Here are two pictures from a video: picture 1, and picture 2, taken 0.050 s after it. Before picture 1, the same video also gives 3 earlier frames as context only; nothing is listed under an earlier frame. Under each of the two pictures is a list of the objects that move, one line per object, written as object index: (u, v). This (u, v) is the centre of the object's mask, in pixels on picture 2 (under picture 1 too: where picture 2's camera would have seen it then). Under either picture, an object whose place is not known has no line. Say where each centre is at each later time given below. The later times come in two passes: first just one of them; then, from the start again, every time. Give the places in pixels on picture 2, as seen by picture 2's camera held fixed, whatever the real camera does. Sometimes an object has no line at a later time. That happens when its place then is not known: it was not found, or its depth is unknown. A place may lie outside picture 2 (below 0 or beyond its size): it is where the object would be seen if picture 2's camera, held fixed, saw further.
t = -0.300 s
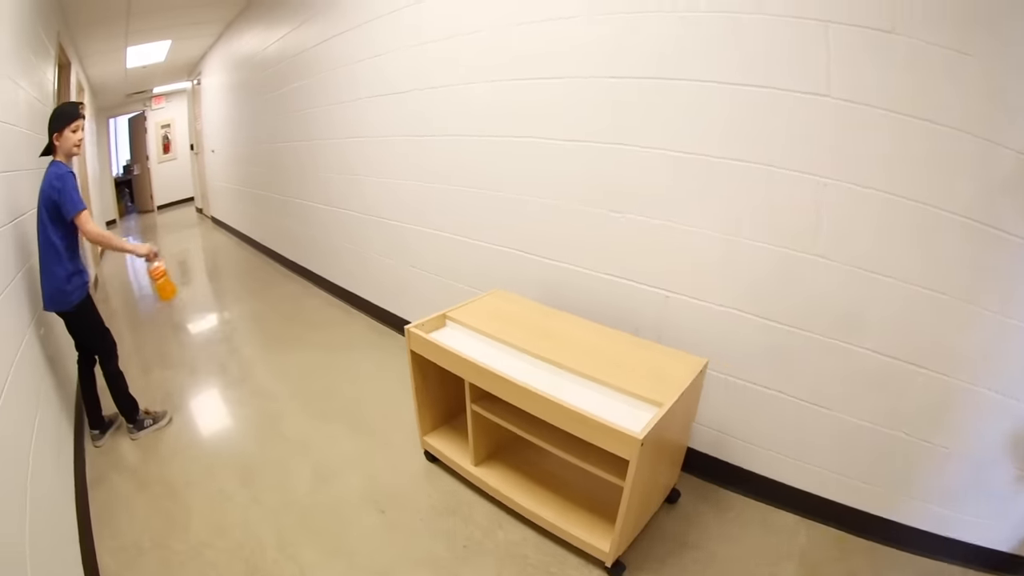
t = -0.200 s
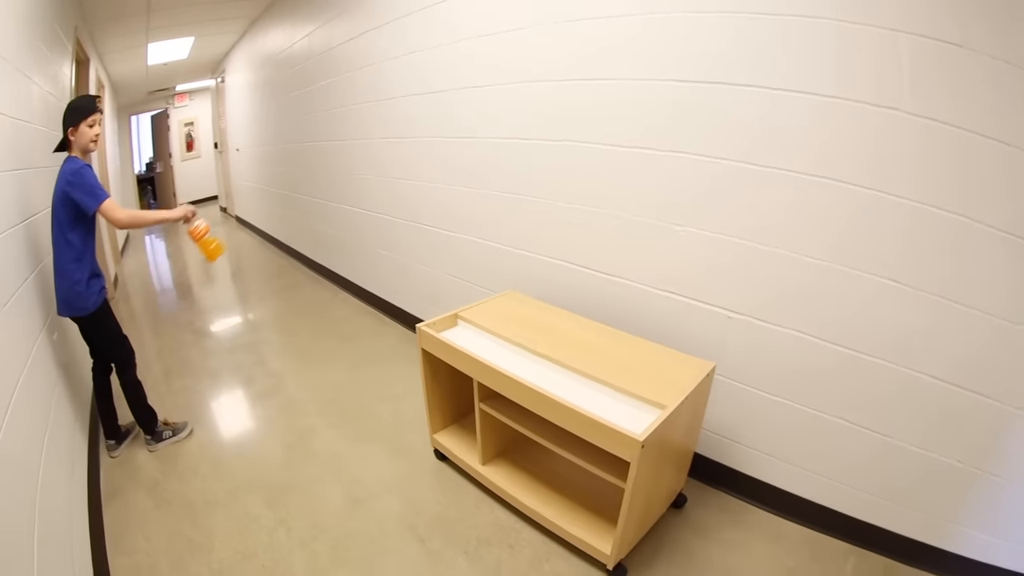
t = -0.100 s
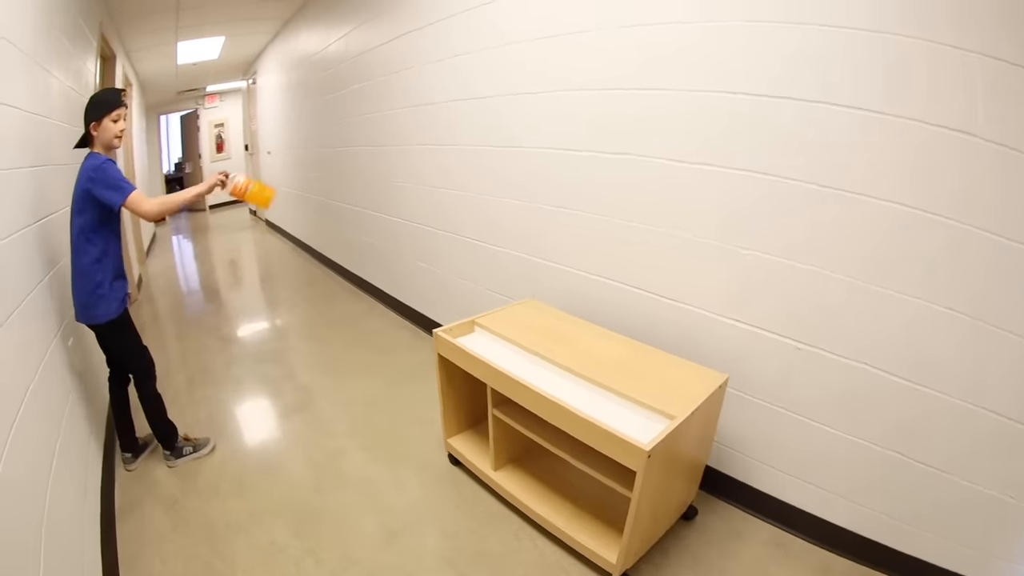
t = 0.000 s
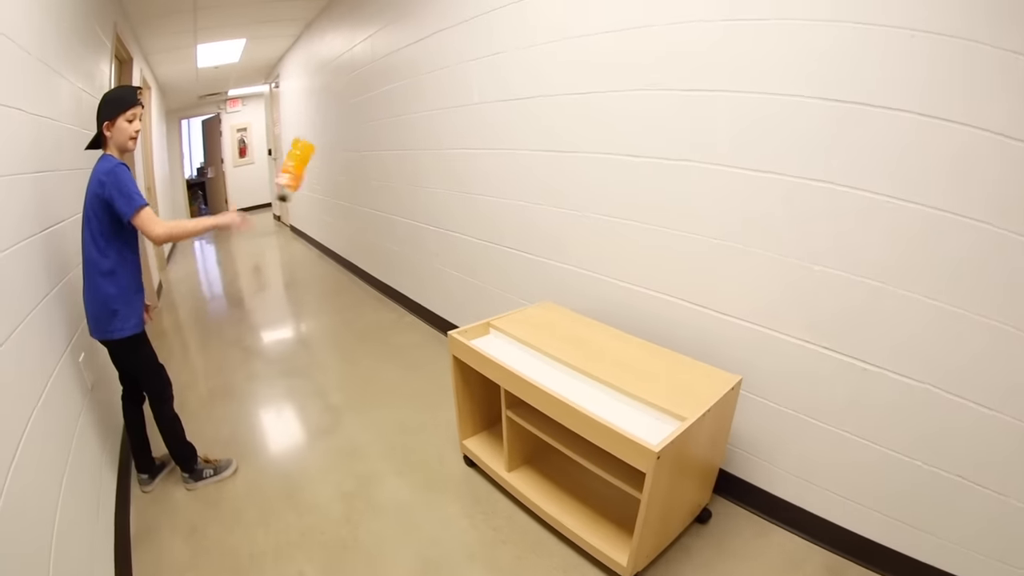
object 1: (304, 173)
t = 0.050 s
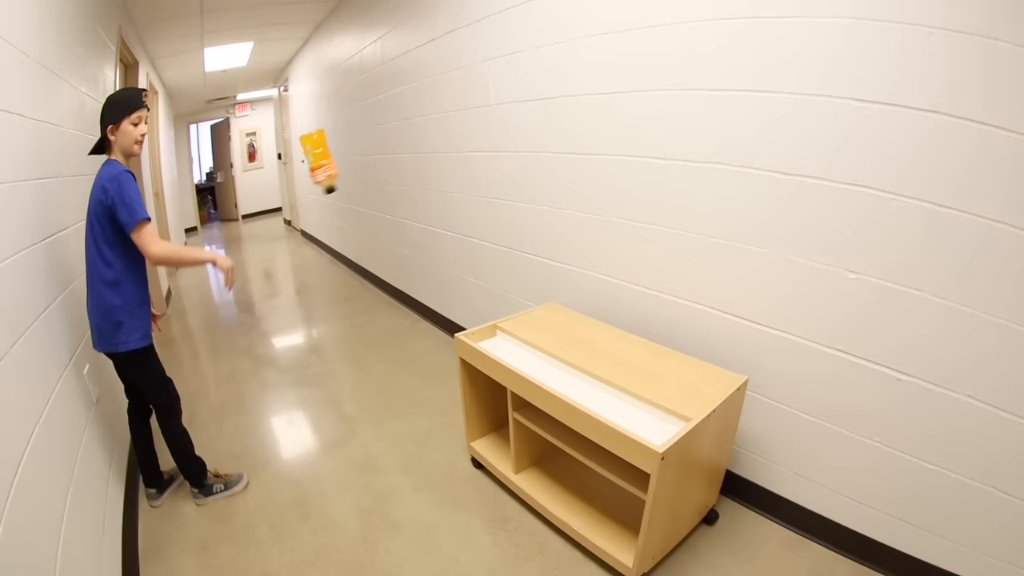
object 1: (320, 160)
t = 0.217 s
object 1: (367, 174)
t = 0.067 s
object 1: (325, 157)
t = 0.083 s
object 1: (329, 155)
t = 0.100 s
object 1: (334, 153)
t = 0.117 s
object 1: (338, 154)
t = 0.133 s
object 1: (342, 155)
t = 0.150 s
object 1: (347, 157)
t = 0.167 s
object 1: (352, 159)
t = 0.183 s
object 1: (356, 163)
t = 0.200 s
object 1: (362, 168)
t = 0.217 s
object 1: (367, 174)
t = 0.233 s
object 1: (370, 181)
